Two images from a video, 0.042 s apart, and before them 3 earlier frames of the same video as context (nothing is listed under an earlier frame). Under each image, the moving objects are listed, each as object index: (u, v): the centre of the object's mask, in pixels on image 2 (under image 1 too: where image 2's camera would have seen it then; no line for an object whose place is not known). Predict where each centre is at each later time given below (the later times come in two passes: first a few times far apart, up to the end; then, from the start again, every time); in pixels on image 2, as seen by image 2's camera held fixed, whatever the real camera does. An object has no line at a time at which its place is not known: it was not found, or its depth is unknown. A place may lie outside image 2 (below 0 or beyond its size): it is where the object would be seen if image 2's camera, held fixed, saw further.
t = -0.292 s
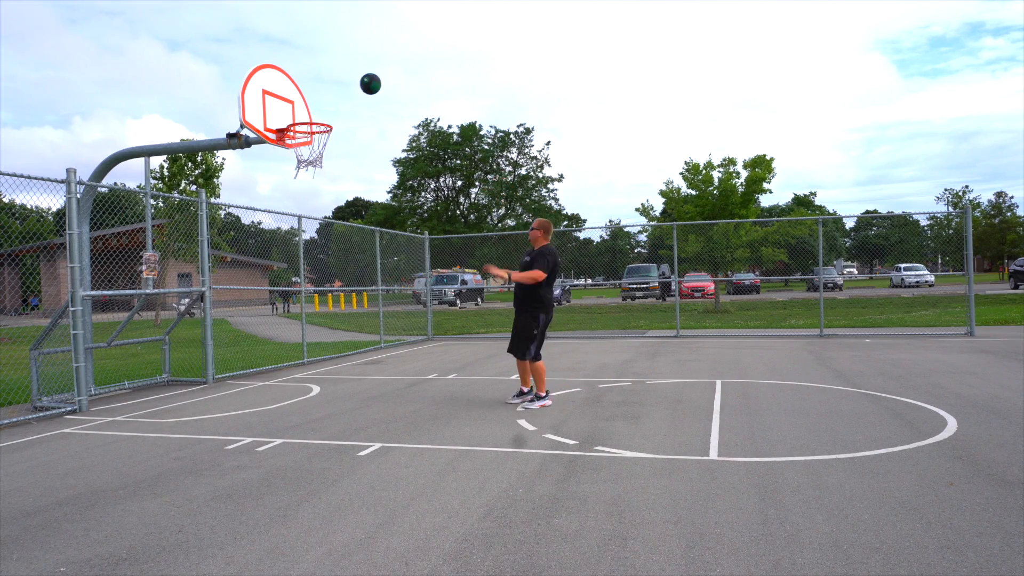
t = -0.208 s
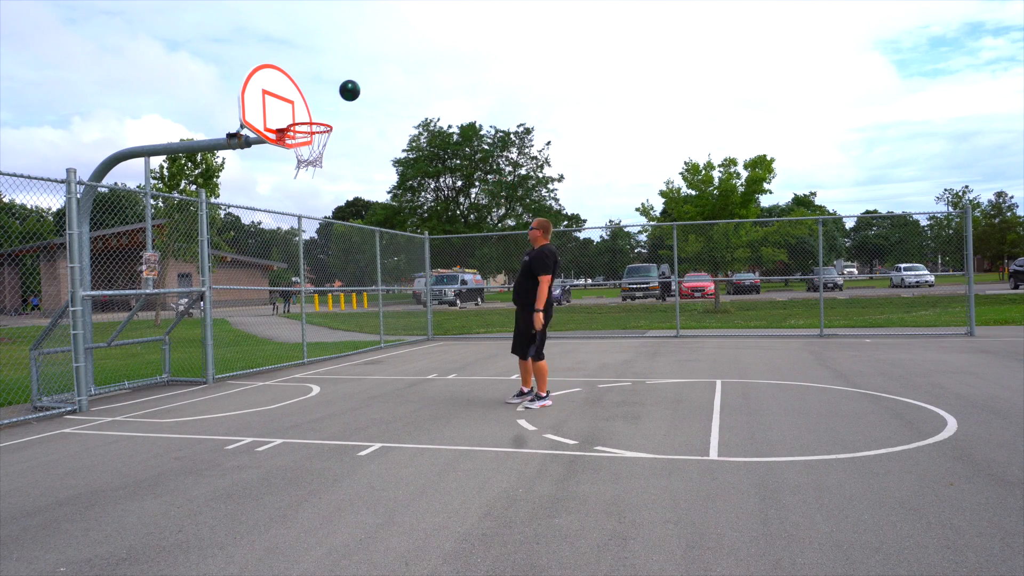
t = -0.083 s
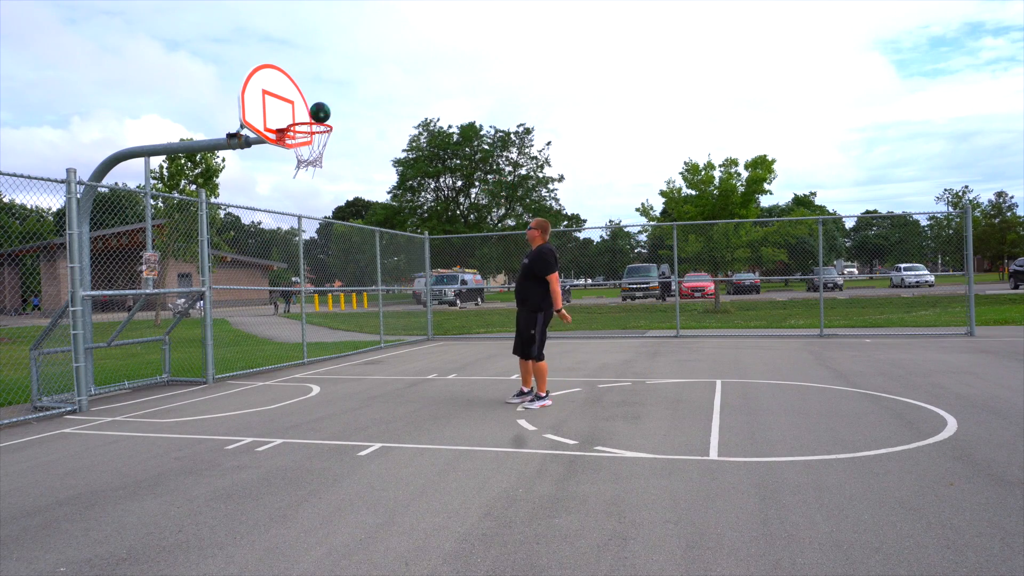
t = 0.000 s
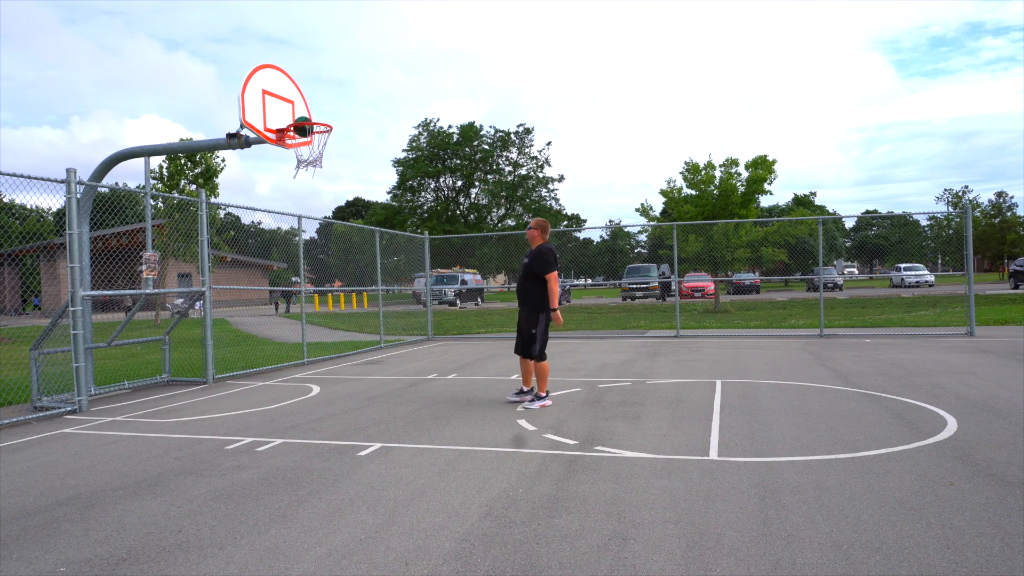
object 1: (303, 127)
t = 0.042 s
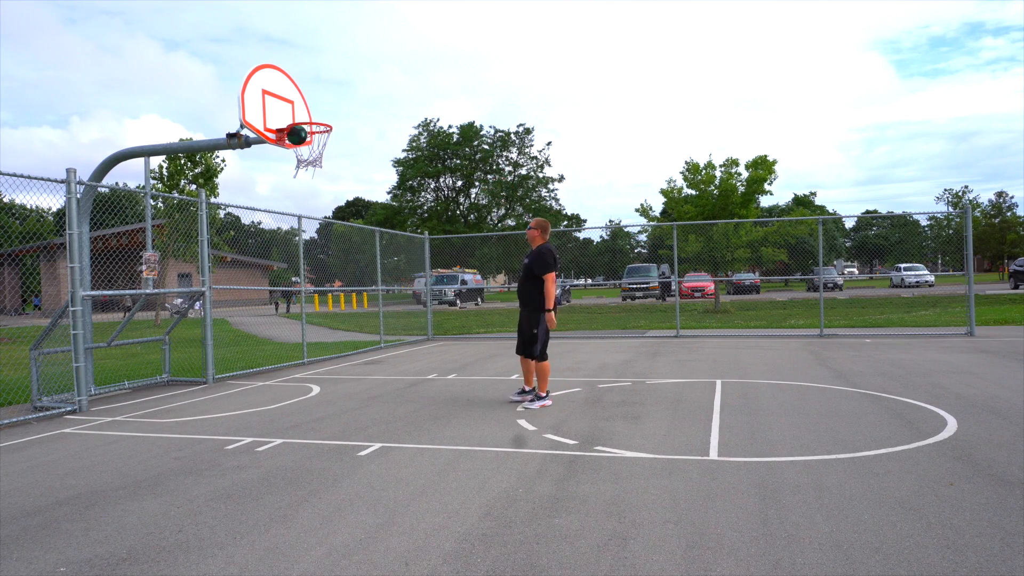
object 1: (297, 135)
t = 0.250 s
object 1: (322, 153)
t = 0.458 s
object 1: (334, 147)
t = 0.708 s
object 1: (313, 157)
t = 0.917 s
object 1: (291, 185)
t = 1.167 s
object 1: (268, 270)
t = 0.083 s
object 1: (298, 142)
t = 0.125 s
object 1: (300, 149)
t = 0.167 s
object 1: (307, 155)
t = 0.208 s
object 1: (315, 154)
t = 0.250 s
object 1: (322, 153)
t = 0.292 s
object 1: (328, 152)
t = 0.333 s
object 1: (331, 149)
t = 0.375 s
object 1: (333, 147)
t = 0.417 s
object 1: (334, 146)
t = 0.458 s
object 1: (334, 147)
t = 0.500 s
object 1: (333, 147)
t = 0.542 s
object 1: (331, 148)
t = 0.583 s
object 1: (328, 150)
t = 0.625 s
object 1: (324, 152)
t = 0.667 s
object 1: (319, 154)
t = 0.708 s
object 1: (313, 157)
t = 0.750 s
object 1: (308, 160)
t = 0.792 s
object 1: (304, 164)
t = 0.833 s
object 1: (299, 169)
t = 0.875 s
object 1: (295, 176)
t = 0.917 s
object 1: (291, 185)
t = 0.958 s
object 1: (287, 195)
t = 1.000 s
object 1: (283, 207)
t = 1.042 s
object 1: (279, 220)
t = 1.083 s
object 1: (275, 235)
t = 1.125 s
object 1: (271, 252)
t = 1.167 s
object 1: (268, 270)
